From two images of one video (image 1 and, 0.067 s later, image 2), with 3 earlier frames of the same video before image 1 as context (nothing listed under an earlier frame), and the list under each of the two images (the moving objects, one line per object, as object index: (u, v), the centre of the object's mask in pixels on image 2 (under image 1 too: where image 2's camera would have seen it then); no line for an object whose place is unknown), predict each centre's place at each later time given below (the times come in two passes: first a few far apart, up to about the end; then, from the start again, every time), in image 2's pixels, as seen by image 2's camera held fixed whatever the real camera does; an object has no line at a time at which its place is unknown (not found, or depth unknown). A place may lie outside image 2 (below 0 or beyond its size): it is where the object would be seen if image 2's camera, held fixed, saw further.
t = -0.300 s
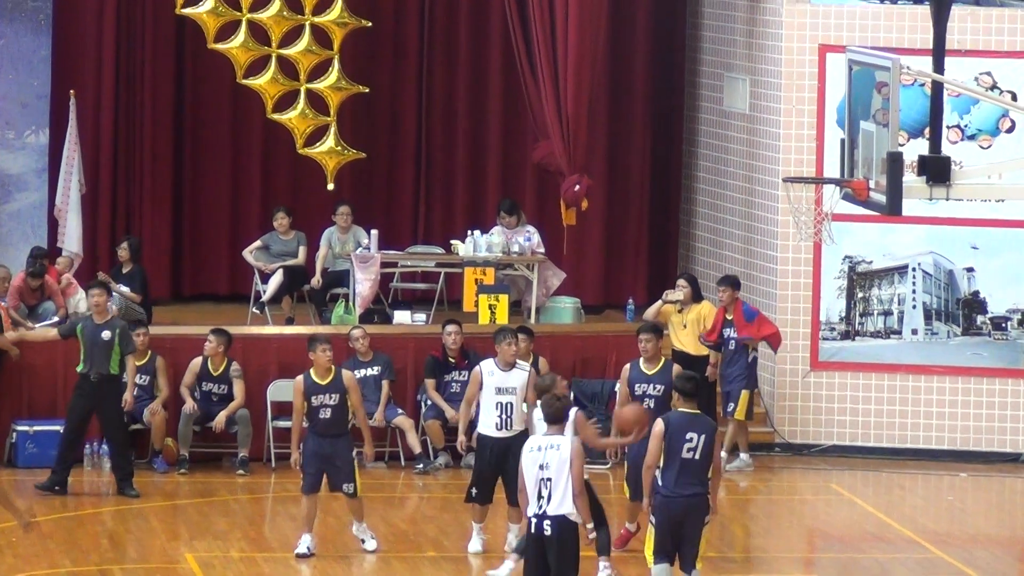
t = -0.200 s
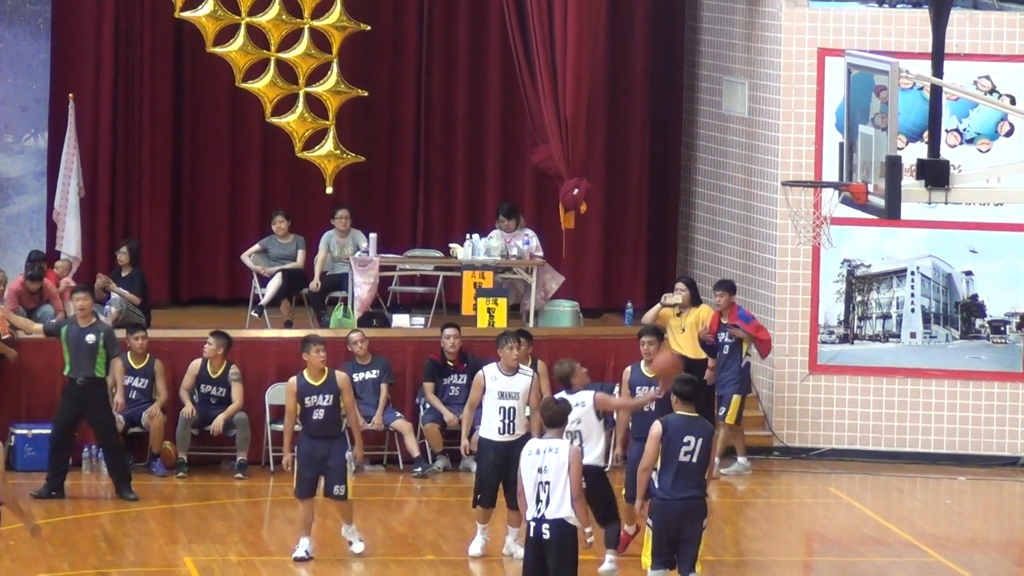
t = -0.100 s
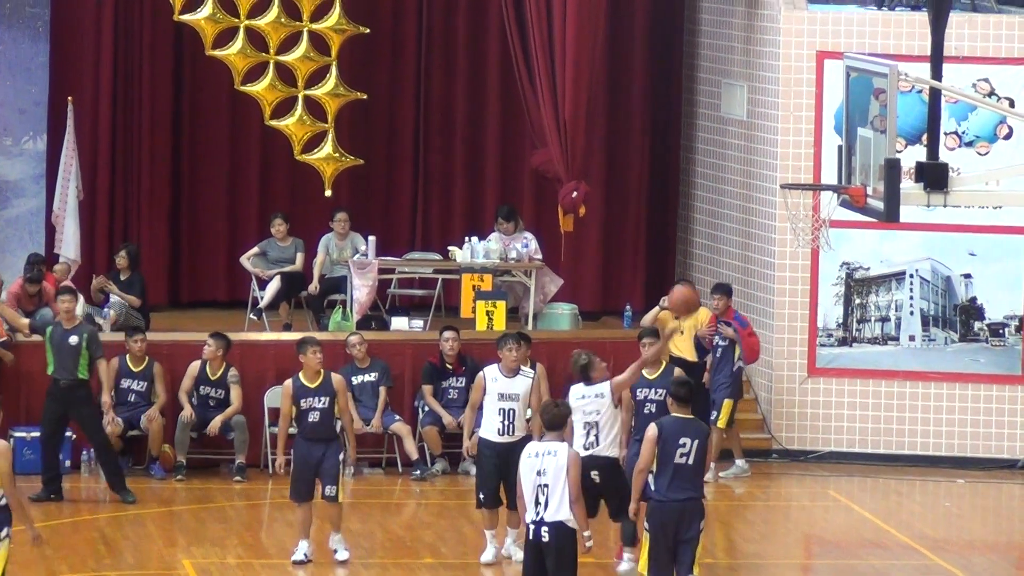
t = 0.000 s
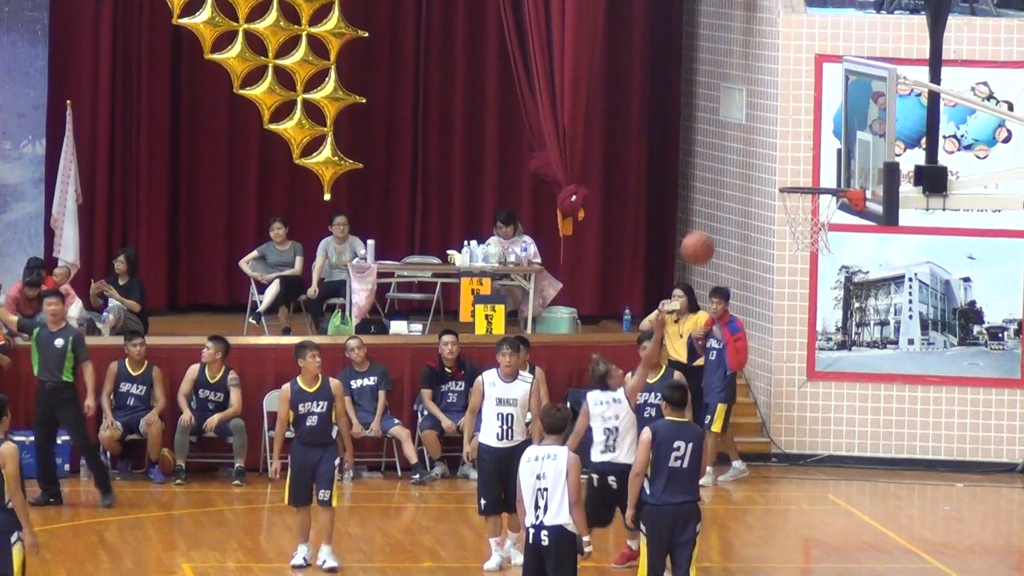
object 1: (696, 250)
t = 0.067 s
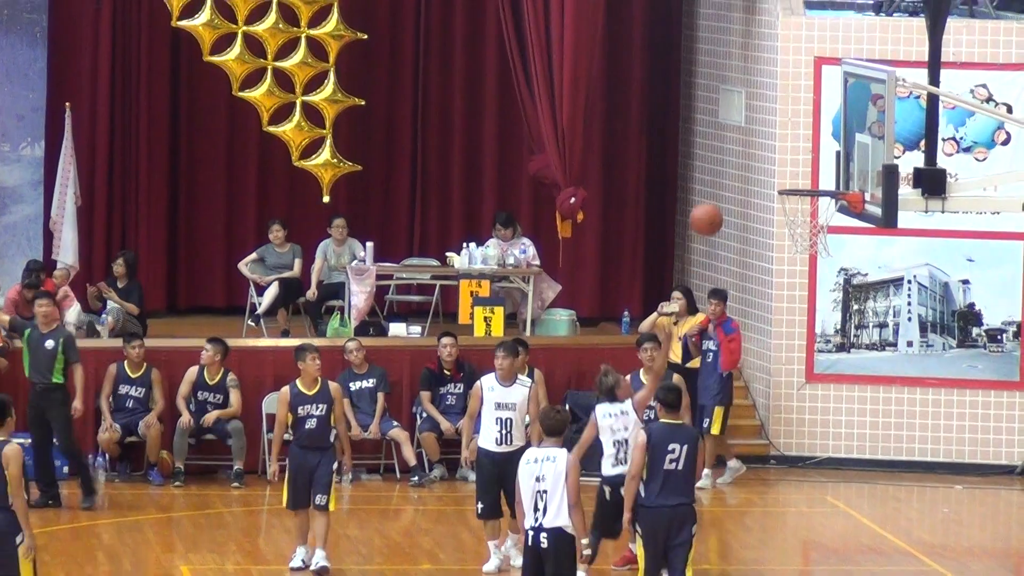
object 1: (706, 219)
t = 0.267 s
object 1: (733, 162)
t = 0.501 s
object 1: (763, 163)
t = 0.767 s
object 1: (775, 181)
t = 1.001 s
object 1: (776, 252)
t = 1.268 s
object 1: (776, 426)
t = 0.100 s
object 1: (711, 206)
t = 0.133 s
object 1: (716, 194)
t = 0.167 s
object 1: (720, 184)
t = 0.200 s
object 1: (724, 176)
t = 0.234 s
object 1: (729, 169)
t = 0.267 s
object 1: (733, 162)
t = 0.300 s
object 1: (737, 159)
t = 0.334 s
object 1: (742, 155)
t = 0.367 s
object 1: (746, 154)
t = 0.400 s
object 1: (751, 154)
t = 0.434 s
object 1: (755, 155)
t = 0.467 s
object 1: (759, 158)
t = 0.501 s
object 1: (763, 163)
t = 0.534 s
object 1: (768, 169)
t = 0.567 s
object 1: (771, 176)
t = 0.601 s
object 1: (773, 174)
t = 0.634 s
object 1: (773, 172)
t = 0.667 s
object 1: (774, 172)
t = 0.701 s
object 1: (774, 174)
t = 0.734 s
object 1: (774, 176)
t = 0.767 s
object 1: (775, 181)
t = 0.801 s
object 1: (775, 187)
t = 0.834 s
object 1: (775, 194)
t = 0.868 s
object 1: (776, 202)
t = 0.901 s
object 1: (776, 212)
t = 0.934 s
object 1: (776, 225)
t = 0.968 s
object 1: (776, 238)
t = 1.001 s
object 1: (776, 252)
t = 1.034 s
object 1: (777, 269)
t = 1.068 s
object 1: (777, 287)
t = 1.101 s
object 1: (777, 307)
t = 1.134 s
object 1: (777, 327)
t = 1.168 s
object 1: (777, 350)
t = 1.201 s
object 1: (777, 373)
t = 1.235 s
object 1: (777, 400)
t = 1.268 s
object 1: (776, 426)
